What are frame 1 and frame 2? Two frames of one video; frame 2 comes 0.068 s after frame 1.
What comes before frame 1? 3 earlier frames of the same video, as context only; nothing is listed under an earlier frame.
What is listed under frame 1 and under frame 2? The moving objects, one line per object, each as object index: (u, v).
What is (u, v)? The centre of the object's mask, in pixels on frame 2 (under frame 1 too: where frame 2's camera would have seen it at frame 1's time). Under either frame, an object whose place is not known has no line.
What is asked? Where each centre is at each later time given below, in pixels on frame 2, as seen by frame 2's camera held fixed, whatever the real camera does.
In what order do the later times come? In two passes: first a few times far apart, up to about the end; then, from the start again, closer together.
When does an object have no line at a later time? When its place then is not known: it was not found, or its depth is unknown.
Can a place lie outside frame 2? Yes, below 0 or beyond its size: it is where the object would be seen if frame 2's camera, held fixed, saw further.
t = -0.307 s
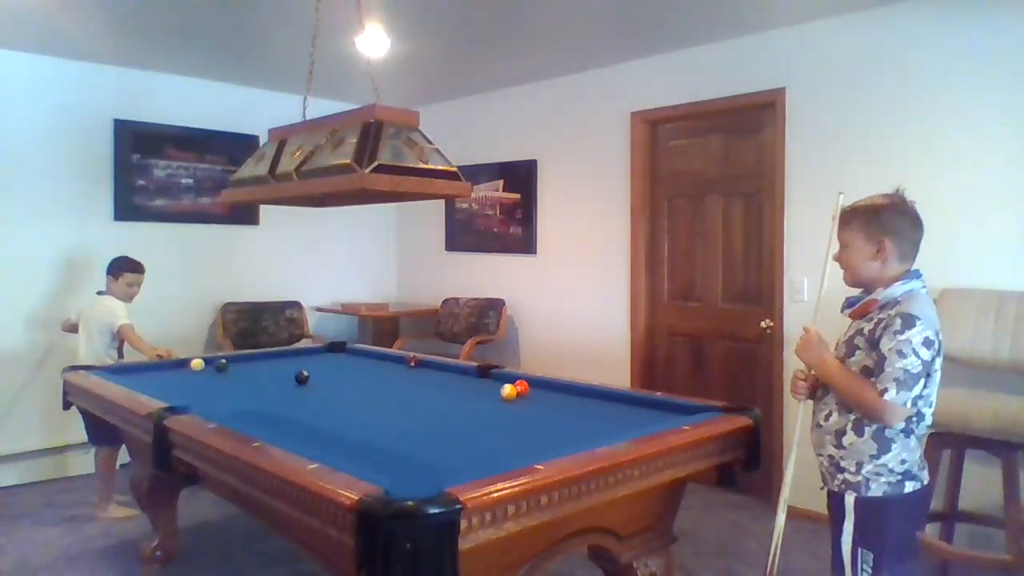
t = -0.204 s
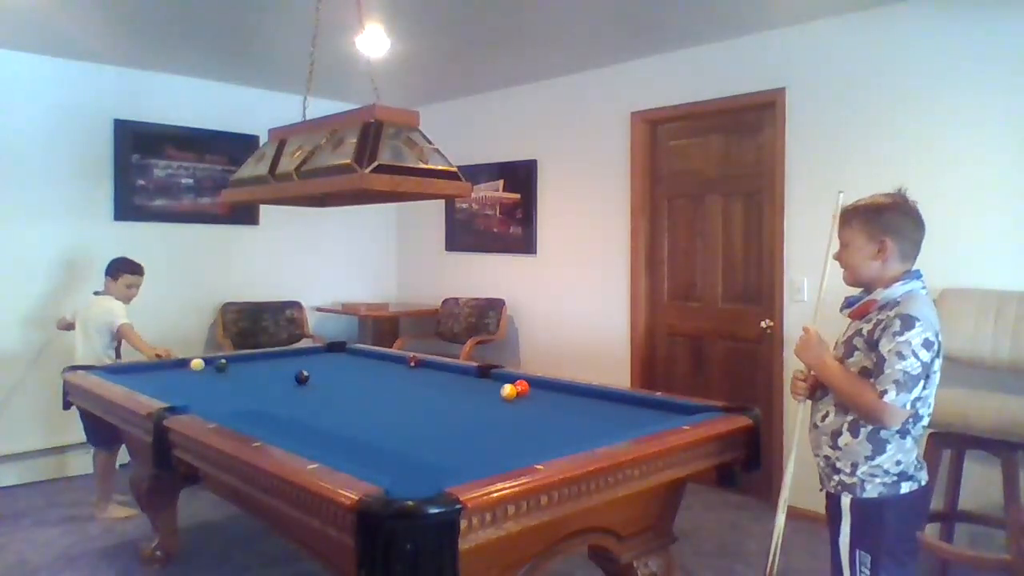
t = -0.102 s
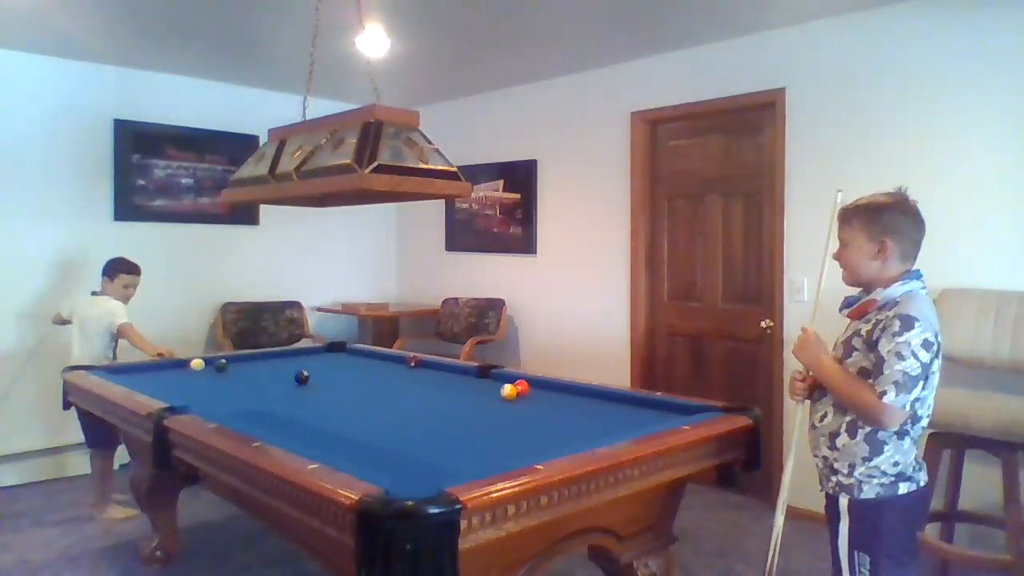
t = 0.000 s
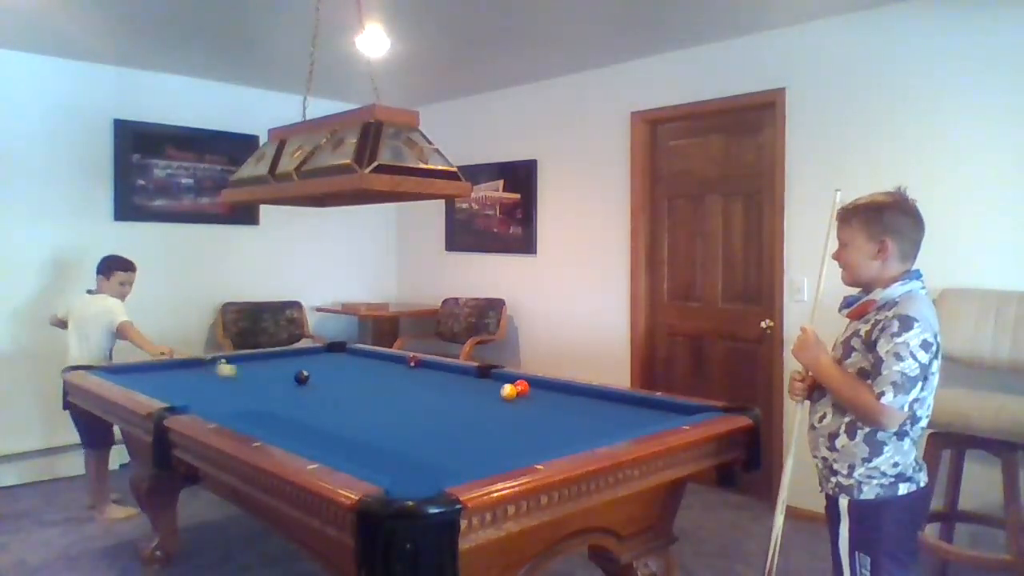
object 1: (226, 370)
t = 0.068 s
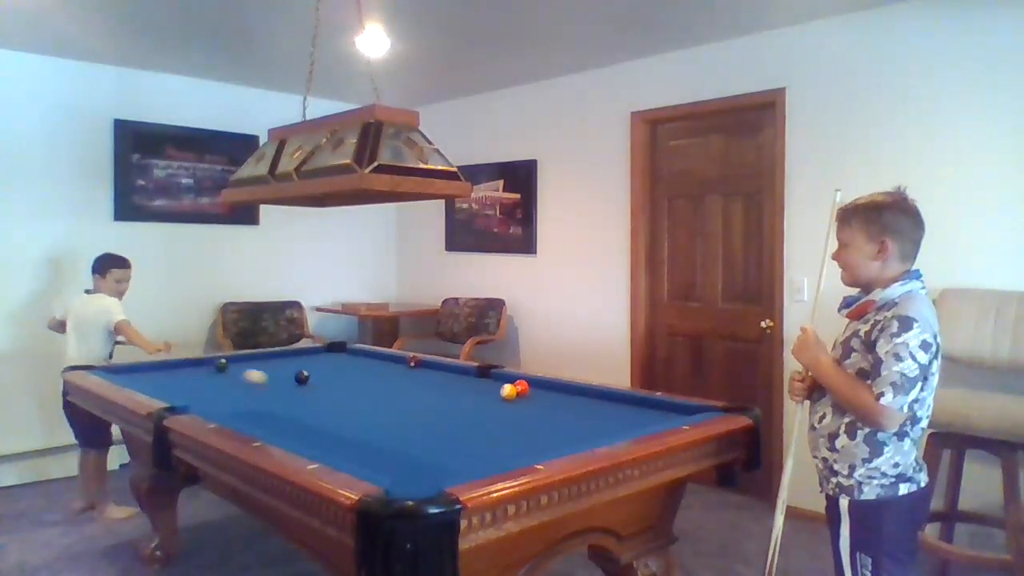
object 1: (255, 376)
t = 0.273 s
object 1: (358, 398)
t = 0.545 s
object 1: (561, 440)
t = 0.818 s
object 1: (448, 410)
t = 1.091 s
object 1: (377, 389)
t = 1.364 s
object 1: (324, 373)
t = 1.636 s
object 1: (282, 361)
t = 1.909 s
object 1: (269, 356)
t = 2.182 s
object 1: (295, 361)
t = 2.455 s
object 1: (322, 366)
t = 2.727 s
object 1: (350, 372)
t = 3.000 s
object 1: (380, 378)
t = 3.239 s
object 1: (408, 383)
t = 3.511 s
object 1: (442, 389)
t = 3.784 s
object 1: (477, 396)
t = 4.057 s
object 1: (514, 403)
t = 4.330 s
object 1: (553, 411)
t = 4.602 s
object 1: (594, 419)
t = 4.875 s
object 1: (636, 425)
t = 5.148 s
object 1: (616, 423)
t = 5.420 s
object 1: (595, 419)
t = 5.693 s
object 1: (576, 416)
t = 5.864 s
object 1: (565, 413)
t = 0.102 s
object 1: (270, 380)
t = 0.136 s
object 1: (286, 383)
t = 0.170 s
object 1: (303, 387)
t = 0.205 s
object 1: (321, 391)
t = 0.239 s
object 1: (339, 395)
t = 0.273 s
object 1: (358, 398)
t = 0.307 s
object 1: (379, 403)
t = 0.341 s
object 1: (401, 408)
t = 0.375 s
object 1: (424, 413)
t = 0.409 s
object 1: (449, 419)
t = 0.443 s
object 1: (475, 424)
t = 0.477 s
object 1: (503, 430)
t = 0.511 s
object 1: (533, 435)
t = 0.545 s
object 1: (561, 440)
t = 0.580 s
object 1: (559, 439)
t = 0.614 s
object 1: (538, 435)
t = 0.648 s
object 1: (520, 430)
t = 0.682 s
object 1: (502, 425)
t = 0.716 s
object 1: (487, 421)
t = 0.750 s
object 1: (473, 417)
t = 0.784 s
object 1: (460, 413)
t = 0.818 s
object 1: (448, 410)
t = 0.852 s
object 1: (437, 407)
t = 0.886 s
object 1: (427, 404)
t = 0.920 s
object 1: (418, 401)
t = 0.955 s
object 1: (409, 398)
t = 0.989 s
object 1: (400, 396)
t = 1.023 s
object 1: (392, 393)
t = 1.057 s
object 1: (384, 391)
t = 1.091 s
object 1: (377, 389)
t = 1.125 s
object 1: (369, 387)
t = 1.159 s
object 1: (362, 385)
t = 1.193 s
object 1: (356, 383)
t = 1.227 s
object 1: (349, 381)
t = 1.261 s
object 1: (342, 379)
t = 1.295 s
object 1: (336, 377)
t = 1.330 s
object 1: (330, 375)
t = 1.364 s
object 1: (324, 373)
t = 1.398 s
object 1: (318, 372)
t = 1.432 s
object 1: (313, 370)
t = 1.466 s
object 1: (308, 368)
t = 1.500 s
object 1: (303, 366)
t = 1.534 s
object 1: (297, 365)
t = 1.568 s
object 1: (292, 364)
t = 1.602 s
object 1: (287, 362)
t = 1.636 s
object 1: (282, 361)
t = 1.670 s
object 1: (278, 359)
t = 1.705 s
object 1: (273, 358)
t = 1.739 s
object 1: (269, 357)
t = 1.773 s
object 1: (265, 356)
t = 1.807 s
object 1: (261, 355)
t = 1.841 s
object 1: (261, 354)
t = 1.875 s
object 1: (265, 355)
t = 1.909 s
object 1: (269, 356)
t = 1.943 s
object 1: (273, 357)
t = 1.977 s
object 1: (276, 357)
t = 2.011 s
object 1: (279, 358)
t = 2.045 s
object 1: (282, 358)
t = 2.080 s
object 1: (285, 359)
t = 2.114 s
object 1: (289, 360)
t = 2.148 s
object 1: (292, 360)
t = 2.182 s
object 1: (295, 361)
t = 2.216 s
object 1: (298, 362)
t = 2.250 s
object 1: (302, 362)
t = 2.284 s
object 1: (305, 363)
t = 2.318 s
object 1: (308, 364)
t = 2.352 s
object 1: (312, 364)
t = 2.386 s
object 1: (315, 365)
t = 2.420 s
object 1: (319, 366)
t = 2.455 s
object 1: (322, 366)
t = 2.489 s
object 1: (325, 367)
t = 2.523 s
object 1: (329, 368)
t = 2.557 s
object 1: (332, 369)
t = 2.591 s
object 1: (336, 369)
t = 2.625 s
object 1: (340, 370)
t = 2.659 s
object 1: (343, 370)
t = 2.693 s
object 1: (347, 371)
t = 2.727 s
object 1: (350, 372)
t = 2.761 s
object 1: (354, 372)
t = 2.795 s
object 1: (358, 373)
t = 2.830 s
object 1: (361, 374)
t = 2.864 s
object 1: (365, 375)
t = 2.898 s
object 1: (369, 376)
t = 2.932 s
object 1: (372, 376)
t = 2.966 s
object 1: (376, 377)
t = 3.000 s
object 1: (380, 378)
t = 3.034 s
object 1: (384, 379)
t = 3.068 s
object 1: (388, 379)
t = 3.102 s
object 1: (392, 380)
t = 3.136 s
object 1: (396, 381)
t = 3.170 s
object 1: (400, 382)
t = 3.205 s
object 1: (404, 382)
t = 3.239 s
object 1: (408, 383)
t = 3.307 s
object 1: (416, 385)
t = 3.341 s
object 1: (420, 385)
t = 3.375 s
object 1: (424, 386)
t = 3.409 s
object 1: (429, 387)
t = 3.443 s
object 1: (433, 388)
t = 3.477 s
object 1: (437, 388)
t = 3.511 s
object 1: (442, 389)
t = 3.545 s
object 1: (446, 390)
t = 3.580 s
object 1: (450, 391)
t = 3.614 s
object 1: (454, 392)
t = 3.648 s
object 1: (459, 392)
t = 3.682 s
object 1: (463, 393)
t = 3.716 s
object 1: (468, 394)
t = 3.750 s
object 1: (472, 395)
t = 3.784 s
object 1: (477, 396)
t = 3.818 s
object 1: (481, 397)
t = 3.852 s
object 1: (486, 398)
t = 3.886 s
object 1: (490, 398)
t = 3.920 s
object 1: (495, 399)
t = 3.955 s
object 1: (499, 400)
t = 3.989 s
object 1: (504, 401)
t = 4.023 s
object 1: (509, 402)
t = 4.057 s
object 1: (514, 403)
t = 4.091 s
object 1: (519, 404)
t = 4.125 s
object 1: (524, 405)
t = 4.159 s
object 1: (529, 406)
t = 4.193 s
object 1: (533, 406)
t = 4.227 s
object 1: (538, 407)
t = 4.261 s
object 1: (543, 408)
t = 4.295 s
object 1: (548, 409)
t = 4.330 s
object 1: (553, 411)
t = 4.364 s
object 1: (558, 411)
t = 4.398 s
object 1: (563, 413)
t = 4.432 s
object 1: (568, 413)
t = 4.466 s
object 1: (573, 415)
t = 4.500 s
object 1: (578, 416)
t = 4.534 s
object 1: (583, 417)
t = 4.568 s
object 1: (589, 418)
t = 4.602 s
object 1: (594, 419)
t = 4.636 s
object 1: (599, 420)
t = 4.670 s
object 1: (604, 421)
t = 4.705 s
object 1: (610, 422)
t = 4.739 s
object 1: (615, 423)
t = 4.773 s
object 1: (620, 423)
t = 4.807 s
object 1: (625, 424)
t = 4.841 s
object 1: (631, 425)
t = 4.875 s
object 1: (636, 425)
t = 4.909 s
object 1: (637, 425)
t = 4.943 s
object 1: (633, 425)
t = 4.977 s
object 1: (630, 425)
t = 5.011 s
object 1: (627, 424)
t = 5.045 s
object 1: (625, 424)
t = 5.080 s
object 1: (621, 424)
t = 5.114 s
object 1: (619, 423)
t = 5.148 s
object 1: (616, 423)
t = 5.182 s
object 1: (614, 423)
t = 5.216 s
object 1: (611, 422)
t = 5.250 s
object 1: (608, 422)
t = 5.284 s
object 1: (605, 421)
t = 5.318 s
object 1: (603, 421)
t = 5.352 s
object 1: (600, 420)
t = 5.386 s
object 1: (597, 420)
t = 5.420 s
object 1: (595, 419)
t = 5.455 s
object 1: (592, 419)
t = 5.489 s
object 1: (590, 418)
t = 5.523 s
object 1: (587, 417)
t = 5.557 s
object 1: (585, 417)
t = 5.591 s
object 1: (583, 417)
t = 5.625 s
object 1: (580, 416)
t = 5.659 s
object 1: (578, 416)
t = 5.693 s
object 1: (576, 416)
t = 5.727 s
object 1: (573, 415)
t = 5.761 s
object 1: (571, 415)
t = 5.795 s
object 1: (569, 414)
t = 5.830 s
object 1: (567, 414)
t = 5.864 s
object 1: (565, 413)
